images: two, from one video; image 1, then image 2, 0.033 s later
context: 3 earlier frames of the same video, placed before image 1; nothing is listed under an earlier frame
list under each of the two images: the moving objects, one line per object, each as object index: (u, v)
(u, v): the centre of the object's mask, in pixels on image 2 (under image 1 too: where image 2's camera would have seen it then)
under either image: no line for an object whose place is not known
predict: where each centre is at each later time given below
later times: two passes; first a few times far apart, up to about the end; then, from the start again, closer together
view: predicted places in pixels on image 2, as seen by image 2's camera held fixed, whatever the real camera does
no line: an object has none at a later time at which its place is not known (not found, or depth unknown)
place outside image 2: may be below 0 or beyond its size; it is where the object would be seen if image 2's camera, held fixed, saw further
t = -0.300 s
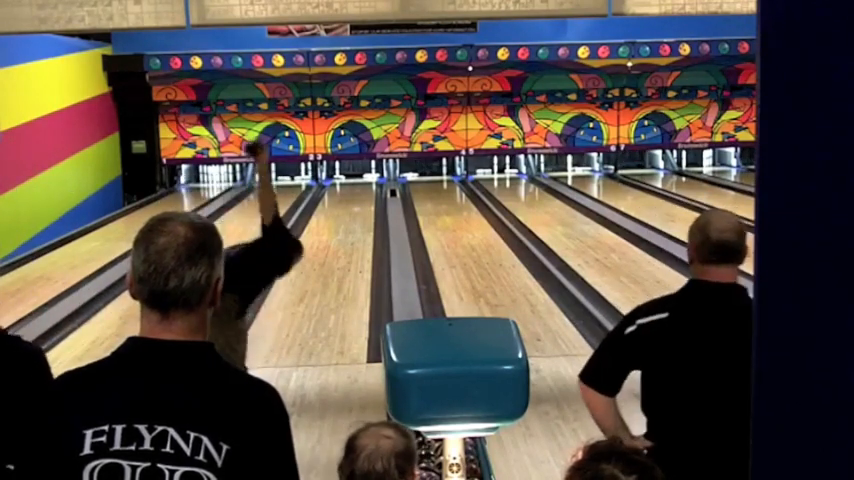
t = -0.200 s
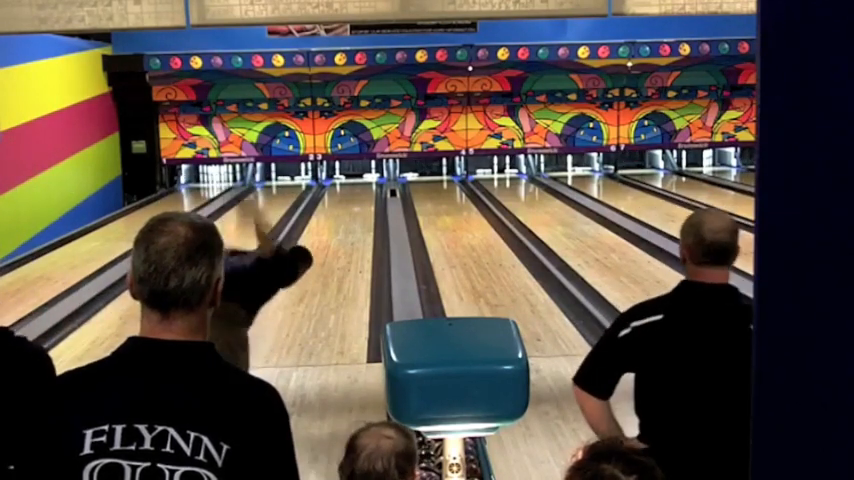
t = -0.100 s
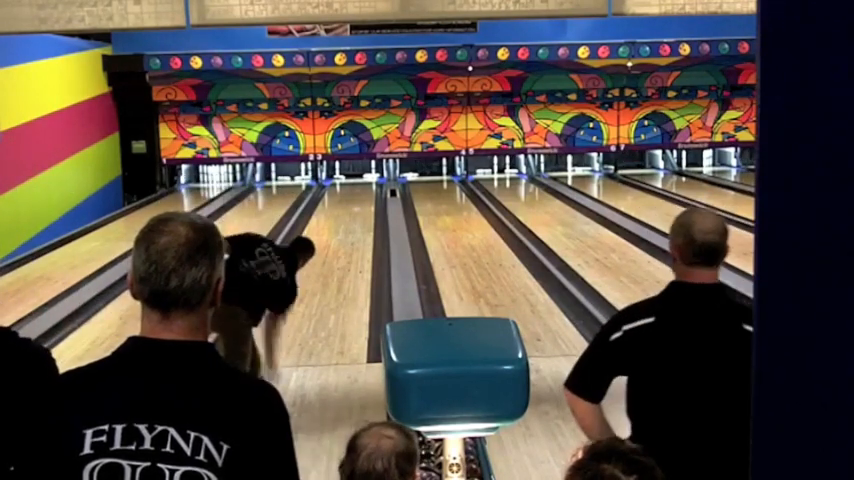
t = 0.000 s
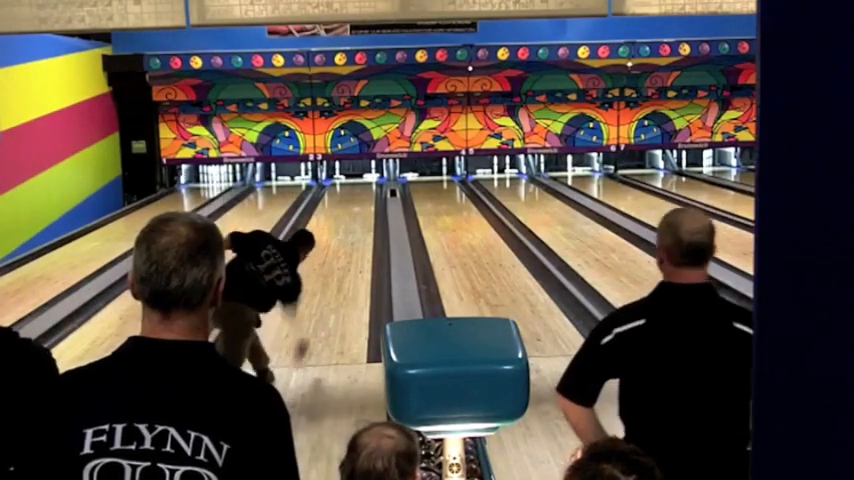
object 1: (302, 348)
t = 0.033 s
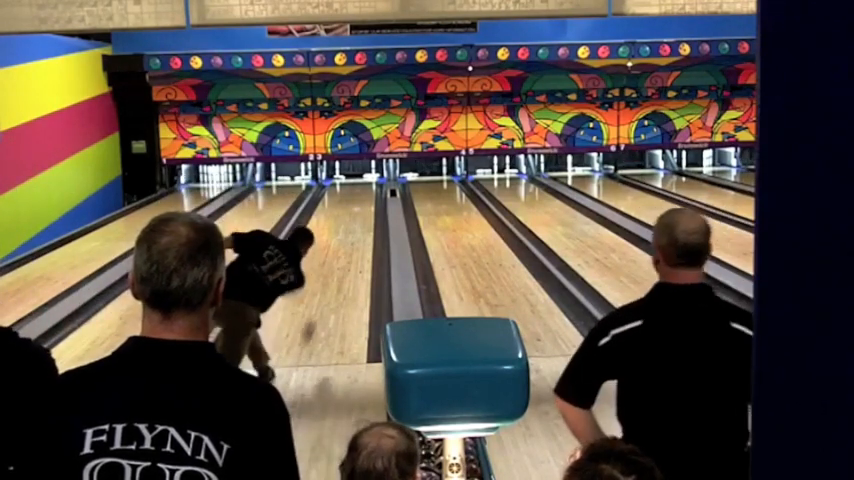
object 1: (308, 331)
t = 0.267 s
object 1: (338, 250)
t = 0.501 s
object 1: (355, 215)
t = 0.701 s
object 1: (363, 194)
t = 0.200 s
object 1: (333, 267)
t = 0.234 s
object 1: (337, 256)
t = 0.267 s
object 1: (338, 250)
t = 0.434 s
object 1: (351, 223)
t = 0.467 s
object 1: (353, 219)
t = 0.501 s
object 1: (355, 215)
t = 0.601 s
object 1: (359, 203)
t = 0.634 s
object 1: (361, 200)
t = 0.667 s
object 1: (362, 197)
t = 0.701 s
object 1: (363, 194)
